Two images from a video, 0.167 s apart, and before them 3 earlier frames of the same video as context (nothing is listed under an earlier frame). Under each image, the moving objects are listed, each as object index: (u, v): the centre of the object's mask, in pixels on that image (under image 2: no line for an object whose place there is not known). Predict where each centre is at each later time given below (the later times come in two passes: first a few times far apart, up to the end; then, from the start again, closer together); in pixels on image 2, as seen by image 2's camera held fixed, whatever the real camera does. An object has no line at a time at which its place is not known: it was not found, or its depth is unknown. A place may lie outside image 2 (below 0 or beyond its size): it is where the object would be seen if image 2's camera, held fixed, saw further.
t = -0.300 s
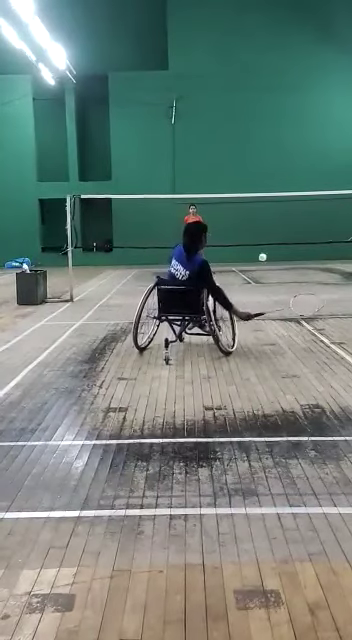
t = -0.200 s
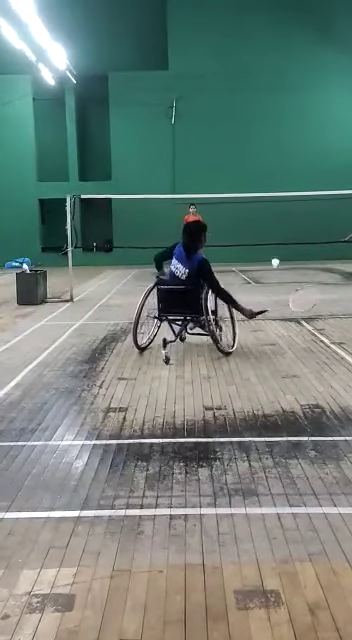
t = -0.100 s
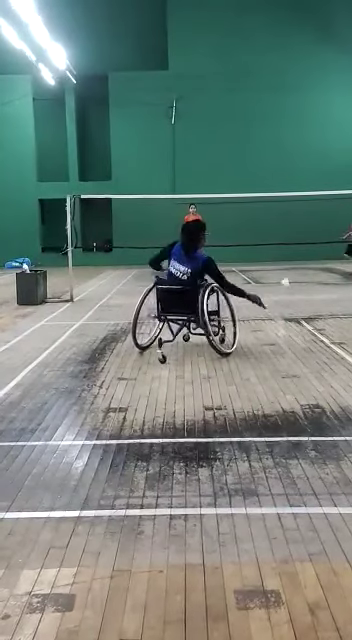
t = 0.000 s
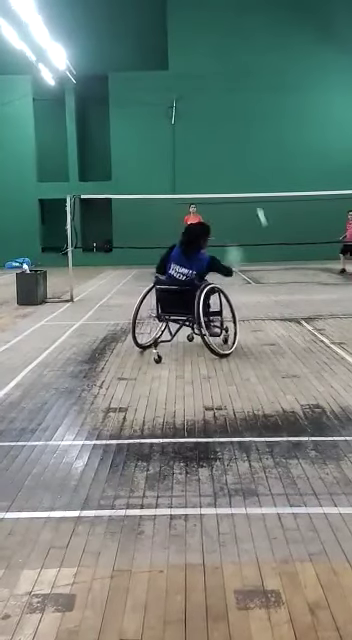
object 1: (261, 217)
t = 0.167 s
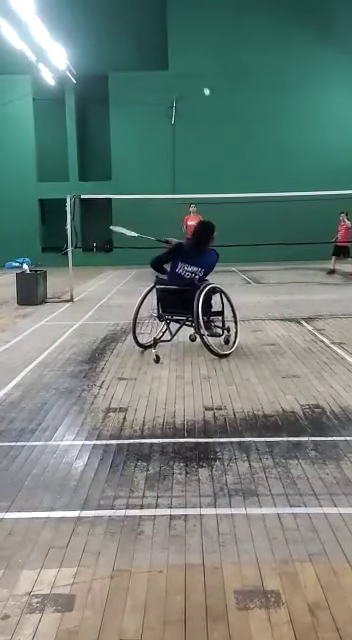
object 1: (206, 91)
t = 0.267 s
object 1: (191, 65)
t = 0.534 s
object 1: (169, 49)
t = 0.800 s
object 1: (159, 71)
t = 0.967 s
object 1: (156, 98)
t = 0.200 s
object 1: (199, 80)
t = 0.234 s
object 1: (195, 72)
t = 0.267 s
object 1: (191, 65)
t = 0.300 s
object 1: (187, 59)
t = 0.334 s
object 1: (183, 55)
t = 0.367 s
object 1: (180, 52)
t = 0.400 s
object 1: (178, 49)
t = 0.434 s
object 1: (175, 48)
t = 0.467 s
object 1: (173, 47)
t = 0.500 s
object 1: (171, 48)
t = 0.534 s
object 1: (169, 49)
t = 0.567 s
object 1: (167, 50)
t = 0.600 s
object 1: (166, 51)
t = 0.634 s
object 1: (164, 54)
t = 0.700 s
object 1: (163, 59)
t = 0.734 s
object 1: (161, 62)
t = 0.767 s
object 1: (160, 67)
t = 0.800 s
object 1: (159, 71)
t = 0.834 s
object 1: (158, 76)
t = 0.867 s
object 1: (157, 81)
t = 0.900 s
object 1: (157, 86)
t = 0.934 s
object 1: (156, 92)
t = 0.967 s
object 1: (156, 98)
